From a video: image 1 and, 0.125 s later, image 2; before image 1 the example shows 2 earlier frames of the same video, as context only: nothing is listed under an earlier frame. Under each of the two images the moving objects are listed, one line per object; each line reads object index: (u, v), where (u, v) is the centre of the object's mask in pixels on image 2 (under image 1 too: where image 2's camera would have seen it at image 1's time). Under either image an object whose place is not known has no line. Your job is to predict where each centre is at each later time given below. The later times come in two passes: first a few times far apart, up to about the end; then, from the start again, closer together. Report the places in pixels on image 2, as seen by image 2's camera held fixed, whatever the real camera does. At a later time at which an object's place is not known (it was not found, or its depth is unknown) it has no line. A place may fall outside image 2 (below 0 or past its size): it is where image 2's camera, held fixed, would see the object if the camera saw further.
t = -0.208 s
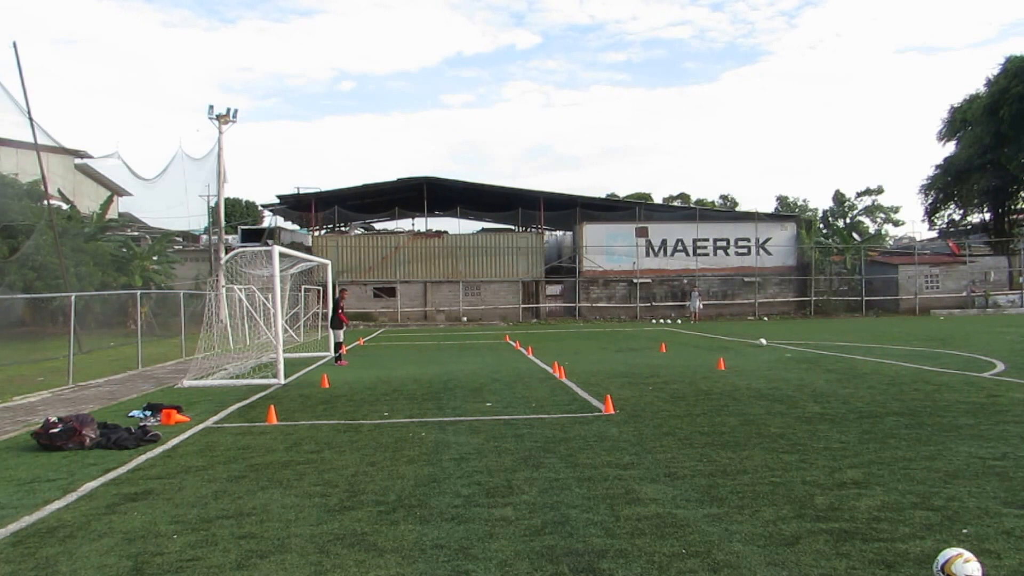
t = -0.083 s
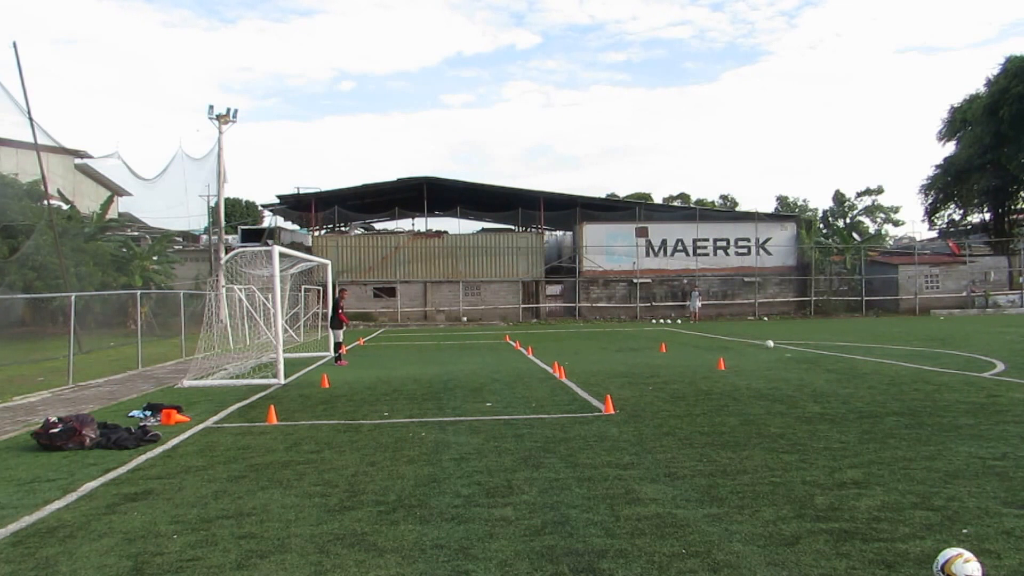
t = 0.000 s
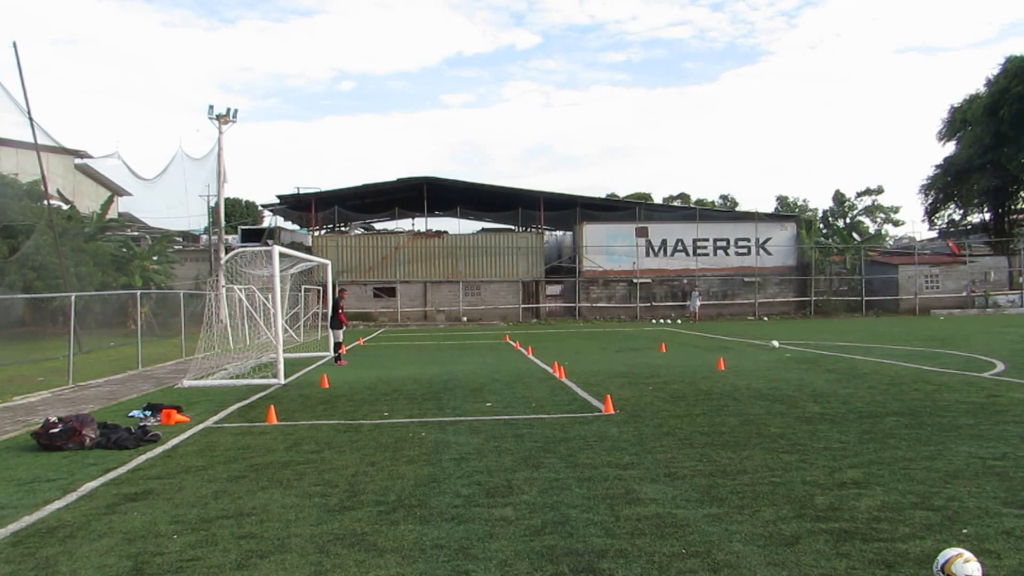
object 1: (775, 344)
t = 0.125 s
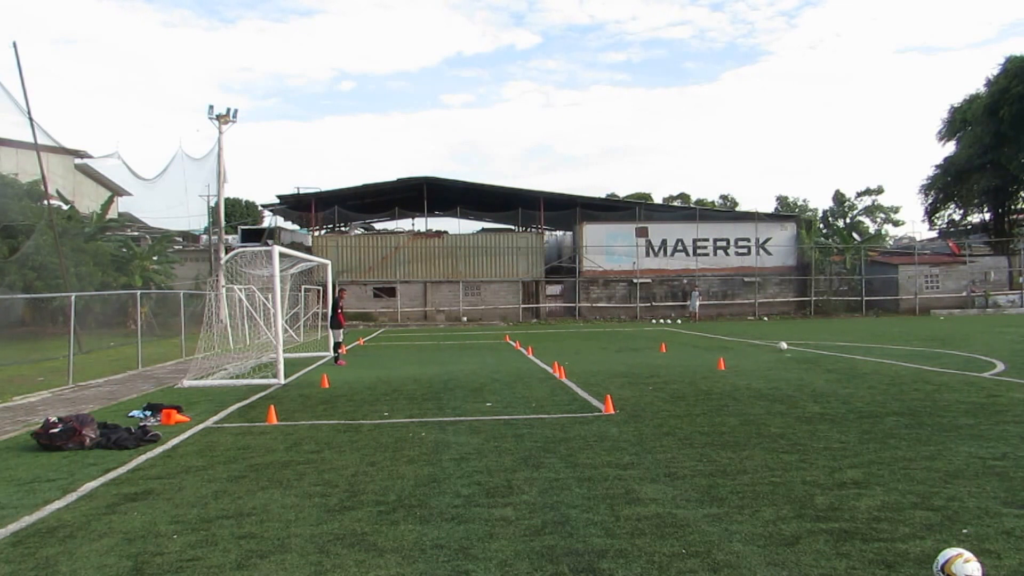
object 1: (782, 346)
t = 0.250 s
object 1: (791, 349)
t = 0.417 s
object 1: (803, 346)
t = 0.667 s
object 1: (824, 356)
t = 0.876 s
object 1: (844, 360)
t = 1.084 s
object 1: (867, 366)
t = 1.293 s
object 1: (893, 370)
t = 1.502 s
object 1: (924, 375)
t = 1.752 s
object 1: (966, 385)
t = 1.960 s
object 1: (1007, 394)
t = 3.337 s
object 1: (1022, 499)
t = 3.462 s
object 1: (1016, 500)
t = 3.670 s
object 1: (1005, 500)
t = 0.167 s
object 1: (785, 346)
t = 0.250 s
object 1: (791, 349)
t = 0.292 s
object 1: (794, 350)
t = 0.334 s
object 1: (797, 348)
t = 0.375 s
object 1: (800, 346)
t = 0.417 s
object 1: (803, 346)
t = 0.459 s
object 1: (806, 346)
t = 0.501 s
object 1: (810, 346)
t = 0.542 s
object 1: (813, 348)
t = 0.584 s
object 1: (817, 350)
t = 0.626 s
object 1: (820, 354)
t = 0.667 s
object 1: (824, 356)
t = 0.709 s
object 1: (828, 355)
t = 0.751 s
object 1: (831, 355)
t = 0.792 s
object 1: (835, 356)
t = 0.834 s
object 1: (840, 357)
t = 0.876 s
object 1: (844, 360)
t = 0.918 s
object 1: (849, 362)
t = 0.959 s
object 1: (853, 362)
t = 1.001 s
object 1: (857, 362)
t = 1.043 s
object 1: (862, 364)
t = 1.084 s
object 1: (867, 366)
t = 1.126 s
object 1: (872, 366)
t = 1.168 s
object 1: (877, 366)
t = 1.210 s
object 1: (882, 368)
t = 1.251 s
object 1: (888, 371)
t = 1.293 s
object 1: (893, 370)
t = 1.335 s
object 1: (899, 371)
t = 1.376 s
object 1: (905, 373)
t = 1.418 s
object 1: (911, 375)
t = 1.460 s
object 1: (918, 375)
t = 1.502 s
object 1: (924, 375)
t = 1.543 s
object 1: (931, 378)
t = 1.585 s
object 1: (937, 380)
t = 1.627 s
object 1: (944, 381)
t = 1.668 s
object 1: (951, 383)
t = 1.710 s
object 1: (958, 384)
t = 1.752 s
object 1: (966, 385)
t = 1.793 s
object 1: (973, 386)
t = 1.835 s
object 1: (981, 390)
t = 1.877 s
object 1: (990, 391)
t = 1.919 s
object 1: (998, 392)
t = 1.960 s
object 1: (1007, 394)
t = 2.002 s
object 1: (1015, 395)
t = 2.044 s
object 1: (1020, 396)
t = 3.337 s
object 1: (1022, 499)
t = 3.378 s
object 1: (1020, 499)
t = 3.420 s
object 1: (1018, 499)
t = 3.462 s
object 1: (1016, 500)
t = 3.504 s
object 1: (1014, 500)
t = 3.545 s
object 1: (1012, 500)
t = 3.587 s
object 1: (1010, 500)
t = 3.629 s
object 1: (1008, 500)
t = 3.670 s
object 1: (1005, 500)
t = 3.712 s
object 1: (1001, 500)
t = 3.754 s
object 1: (997, 499)
